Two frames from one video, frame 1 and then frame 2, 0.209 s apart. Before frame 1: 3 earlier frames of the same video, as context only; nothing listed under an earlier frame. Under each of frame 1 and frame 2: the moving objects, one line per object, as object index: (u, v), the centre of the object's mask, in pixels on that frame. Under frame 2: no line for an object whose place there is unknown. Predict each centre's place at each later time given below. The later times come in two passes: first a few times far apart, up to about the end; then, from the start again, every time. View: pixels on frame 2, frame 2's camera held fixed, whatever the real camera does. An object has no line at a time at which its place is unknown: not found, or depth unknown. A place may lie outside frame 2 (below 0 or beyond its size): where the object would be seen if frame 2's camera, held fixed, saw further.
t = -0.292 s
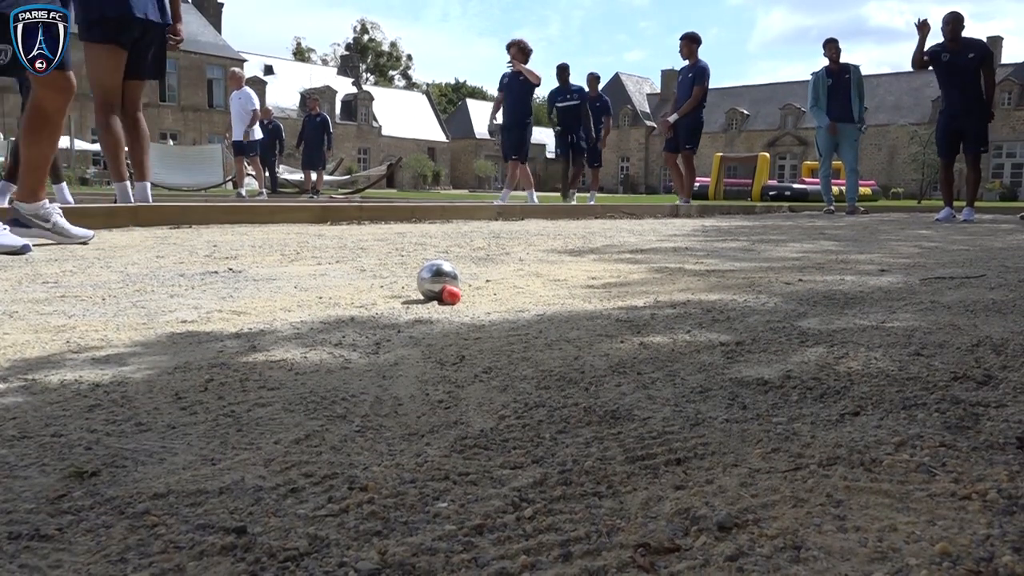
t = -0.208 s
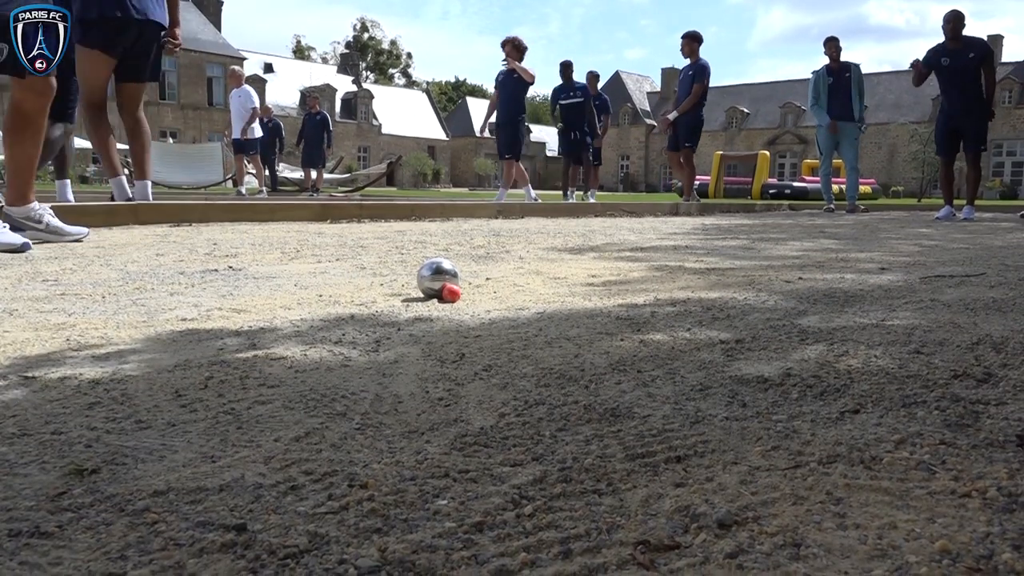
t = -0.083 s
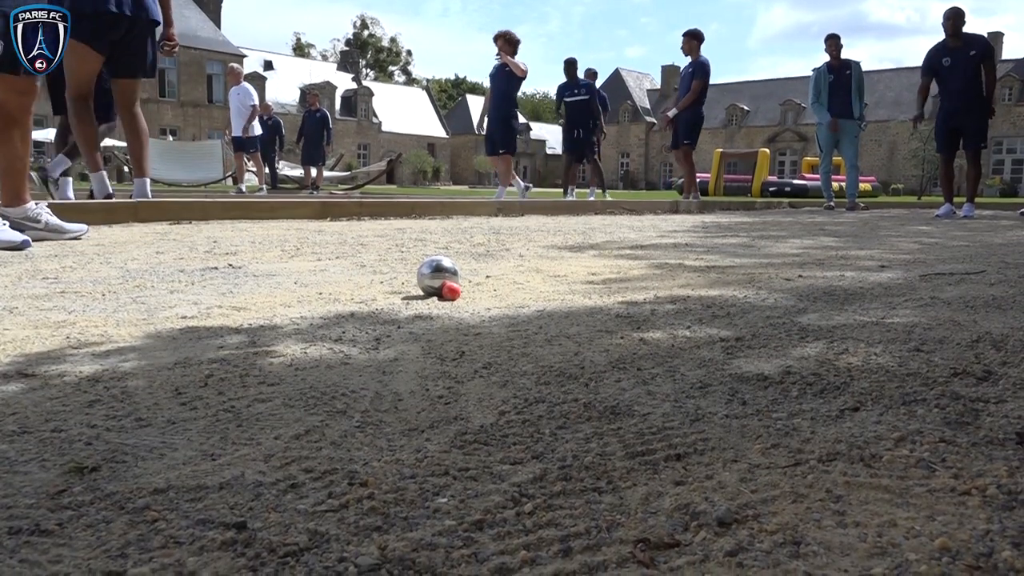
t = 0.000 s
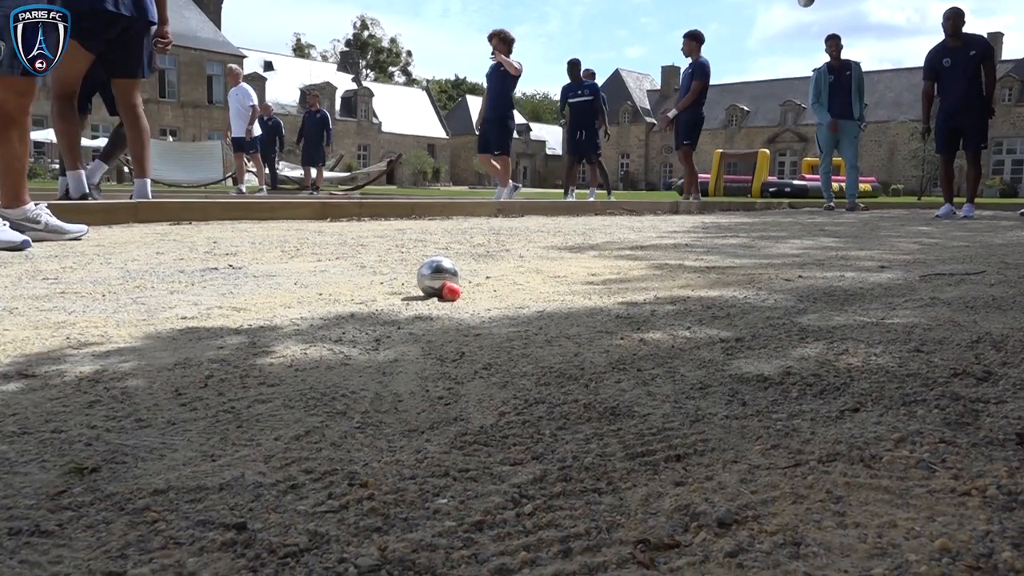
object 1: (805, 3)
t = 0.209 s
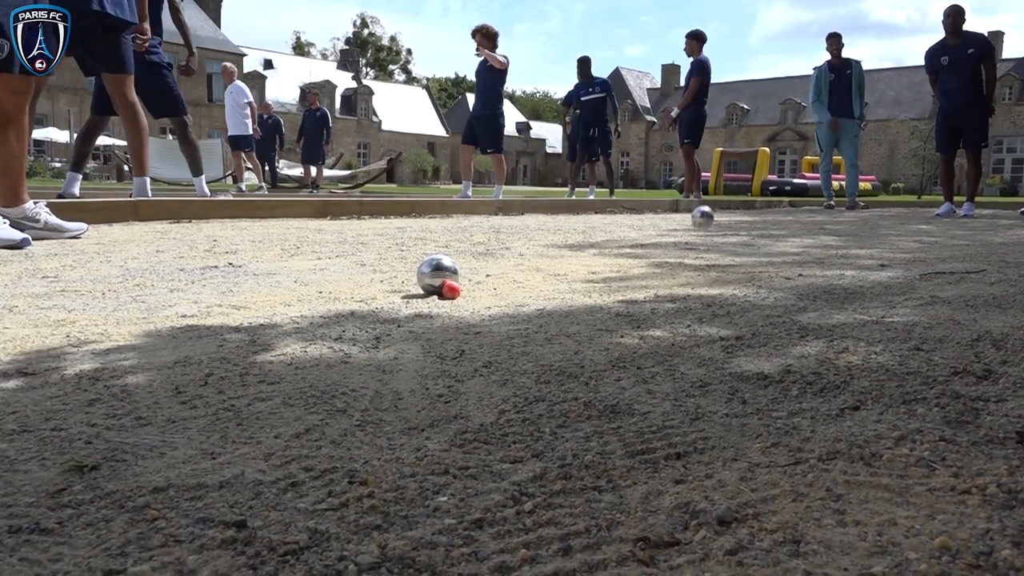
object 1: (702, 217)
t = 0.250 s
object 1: (686, 232)
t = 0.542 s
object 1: (590, 256)
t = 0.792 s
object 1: (479, 275)
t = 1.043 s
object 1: (473, 287)
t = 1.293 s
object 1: (451, 304)
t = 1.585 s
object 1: (417, 334)
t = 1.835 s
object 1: (371, 362)
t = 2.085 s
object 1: (353, 390)
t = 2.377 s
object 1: (359, 406)
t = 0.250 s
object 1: (686, 232)
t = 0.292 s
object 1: (672, 213)
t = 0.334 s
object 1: (662, 207)
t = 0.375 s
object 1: (650, 206)
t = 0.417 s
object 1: (637, 213)
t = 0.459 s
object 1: (622, 225)
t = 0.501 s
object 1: (606, 247)
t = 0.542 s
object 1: (590, 256)
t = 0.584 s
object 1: (575, 258)
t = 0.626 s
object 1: (559, 261)
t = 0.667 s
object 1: (542, 264)
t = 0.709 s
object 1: (524, 266)
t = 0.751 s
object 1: (495, 271)
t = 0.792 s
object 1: (479, 275)
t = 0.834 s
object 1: (480, 277)
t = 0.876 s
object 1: (481, 278)
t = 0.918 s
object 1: (480, 280)
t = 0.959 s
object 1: (478, 283)
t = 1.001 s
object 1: (475, 285)
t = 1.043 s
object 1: (473, 287)
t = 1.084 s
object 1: (471, 288)
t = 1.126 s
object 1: (467, 291)
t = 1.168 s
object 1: (462, 295)
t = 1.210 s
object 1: (460, 295)
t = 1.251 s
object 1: (455, 299)
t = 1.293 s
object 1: (451, 304)
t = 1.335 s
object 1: (447, 309)
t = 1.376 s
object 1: (442, 312)
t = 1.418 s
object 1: (438, 317)
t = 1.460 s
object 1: (434, 320)
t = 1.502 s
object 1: (428, 326)
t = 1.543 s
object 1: (423, 330)
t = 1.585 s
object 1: (417, 334)
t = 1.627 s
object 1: (409, 339)
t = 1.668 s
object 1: (400, 343)
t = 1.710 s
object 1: (393, 347)
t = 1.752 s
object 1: (384, 353)
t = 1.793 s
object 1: (377, 357)
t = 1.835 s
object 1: (371, 362)
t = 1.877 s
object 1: (366, 367)
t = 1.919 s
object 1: (362, 372)
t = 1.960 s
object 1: (359, 378)
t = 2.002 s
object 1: (356, 382)
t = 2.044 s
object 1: (354, 386)
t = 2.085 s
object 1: (353, 390)
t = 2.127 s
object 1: (351, 394)
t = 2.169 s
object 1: (350, 397)
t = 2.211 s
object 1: (350, 402)
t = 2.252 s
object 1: (351, 404)
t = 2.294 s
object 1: (352, 405)
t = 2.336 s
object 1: (355, 406)
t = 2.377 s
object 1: (359, 406)
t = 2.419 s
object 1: (360, 406)
